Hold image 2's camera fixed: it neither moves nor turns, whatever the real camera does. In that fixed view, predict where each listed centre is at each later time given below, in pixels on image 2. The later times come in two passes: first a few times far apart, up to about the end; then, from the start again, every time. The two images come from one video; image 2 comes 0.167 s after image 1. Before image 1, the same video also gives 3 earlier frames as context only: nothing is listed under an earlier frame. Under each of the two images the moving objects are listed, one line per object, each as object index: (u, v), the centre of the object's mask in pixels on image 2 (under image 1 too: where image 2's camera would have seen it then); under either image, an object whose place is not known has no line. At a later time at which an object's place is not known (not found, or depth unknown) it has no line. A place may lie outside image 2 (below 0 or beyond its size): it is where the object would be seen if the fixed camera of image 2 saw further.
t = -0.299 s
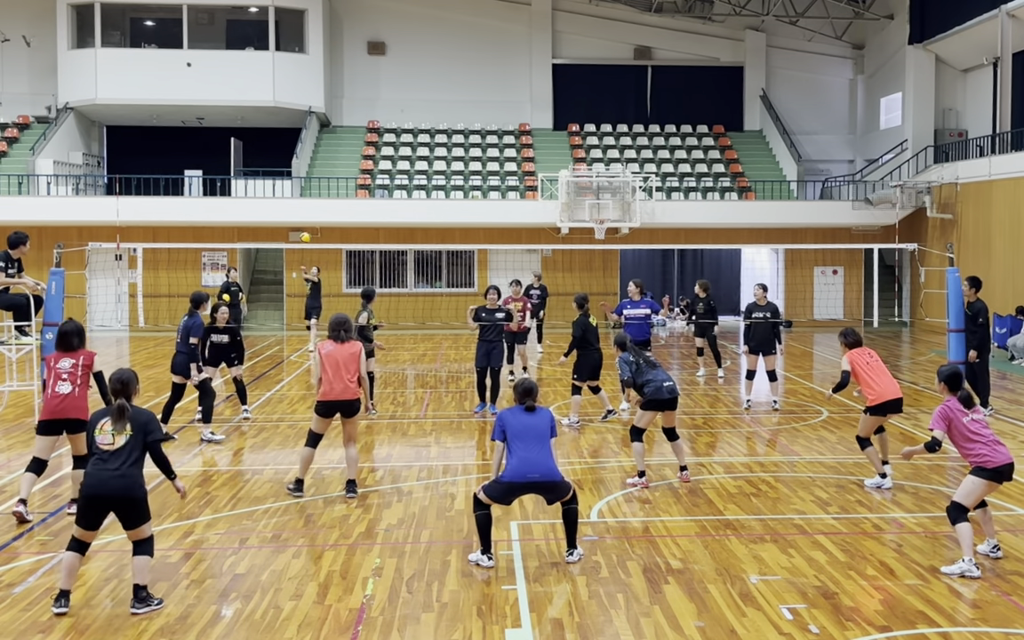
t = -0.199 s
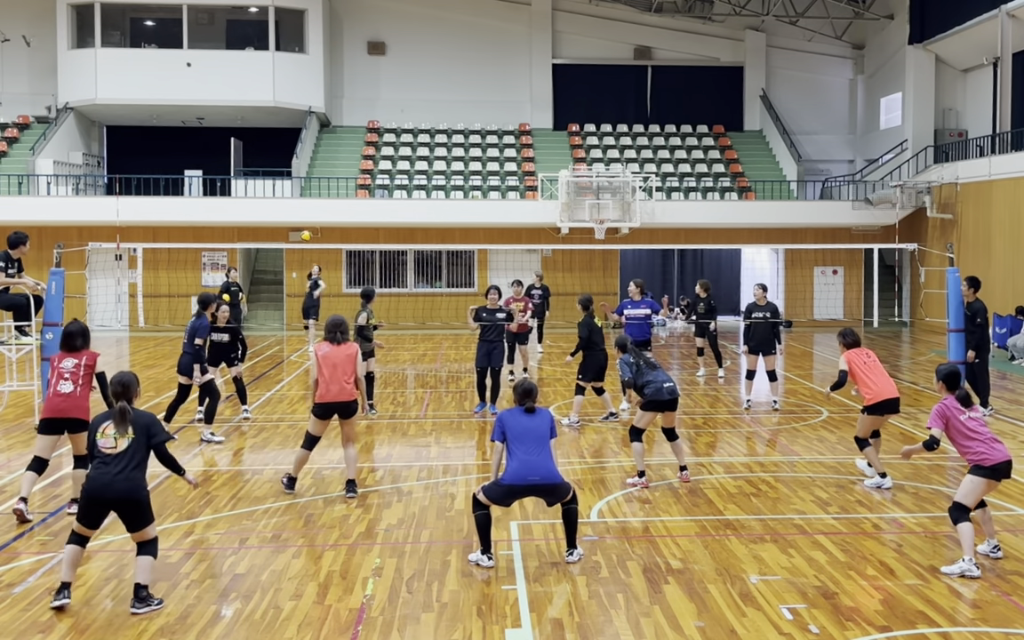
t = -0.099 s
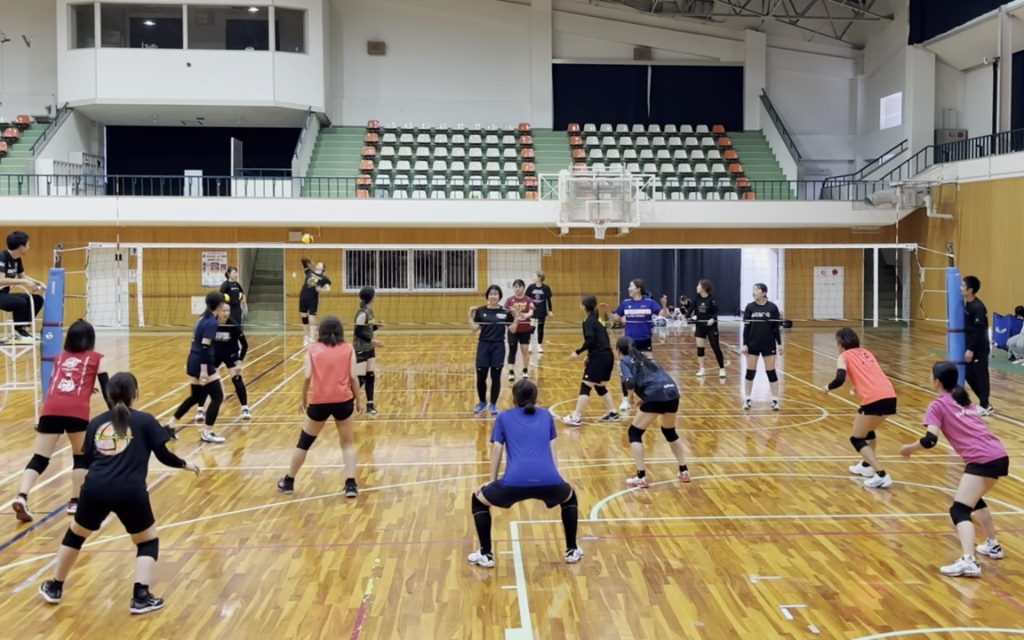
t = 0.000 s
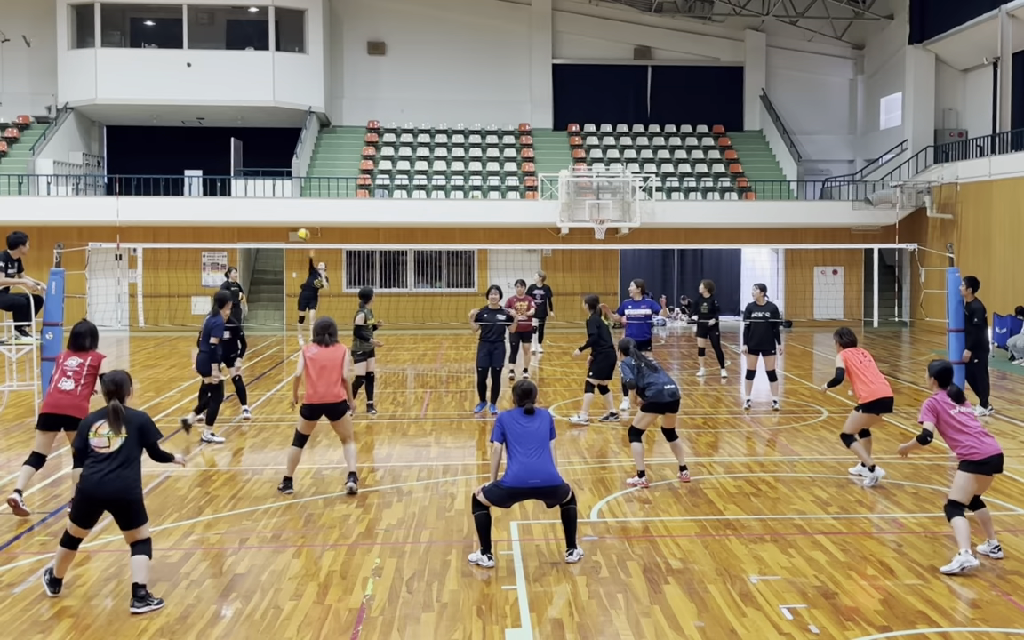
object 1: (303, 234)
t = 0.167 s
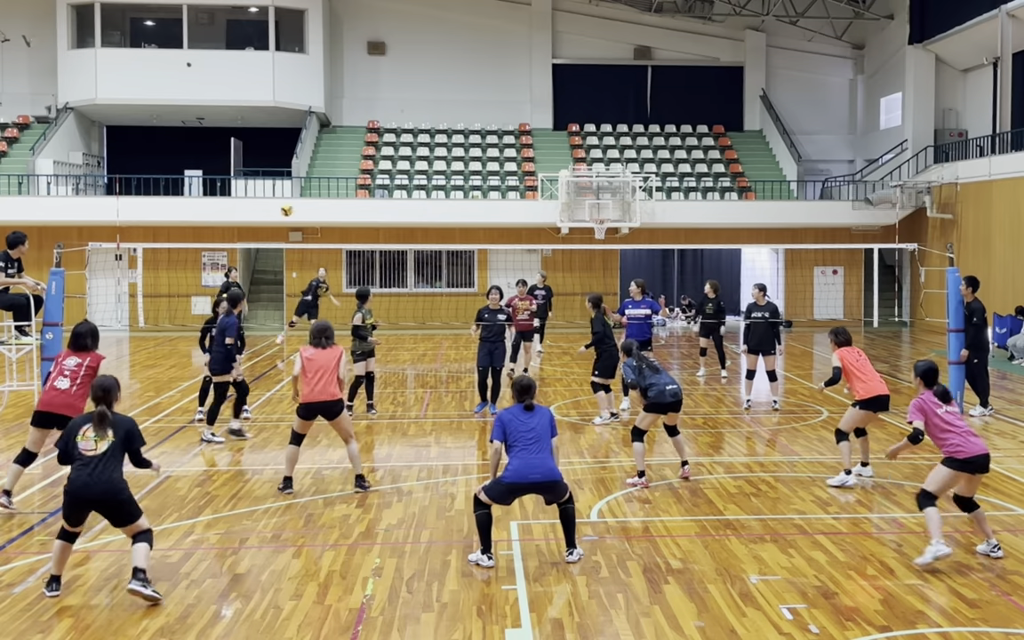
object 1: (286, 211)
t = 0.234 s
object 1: (277, 202)
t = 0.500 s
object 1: (234, 199)
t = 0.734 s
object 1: (183, 245)
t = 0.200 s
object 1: (282, 206)
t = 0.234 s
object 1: (277, 202)
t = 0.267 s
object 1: (272, 199)
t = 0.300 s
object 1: (267, 198)
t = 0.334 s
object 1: (262, 196)
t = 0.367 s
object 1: (257, 195)
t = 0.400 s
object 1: (251, 194)
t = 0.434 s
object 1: (246, 195)
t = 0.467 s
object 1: (240, 197)
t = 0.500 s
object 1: (234, 199)
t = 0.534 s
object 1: (228, 204)
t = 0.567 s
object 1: (221, 209)
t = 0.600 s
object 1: (214, 215)
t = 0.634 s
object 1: (205, 222)
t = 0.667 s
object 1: (197, 229)
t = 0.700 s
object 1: (190, 235)
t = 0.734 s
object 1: (183, 245)
